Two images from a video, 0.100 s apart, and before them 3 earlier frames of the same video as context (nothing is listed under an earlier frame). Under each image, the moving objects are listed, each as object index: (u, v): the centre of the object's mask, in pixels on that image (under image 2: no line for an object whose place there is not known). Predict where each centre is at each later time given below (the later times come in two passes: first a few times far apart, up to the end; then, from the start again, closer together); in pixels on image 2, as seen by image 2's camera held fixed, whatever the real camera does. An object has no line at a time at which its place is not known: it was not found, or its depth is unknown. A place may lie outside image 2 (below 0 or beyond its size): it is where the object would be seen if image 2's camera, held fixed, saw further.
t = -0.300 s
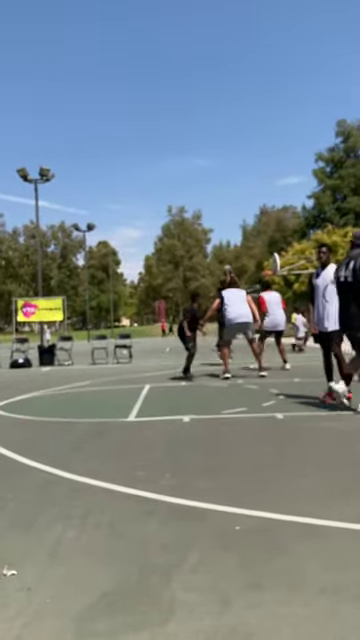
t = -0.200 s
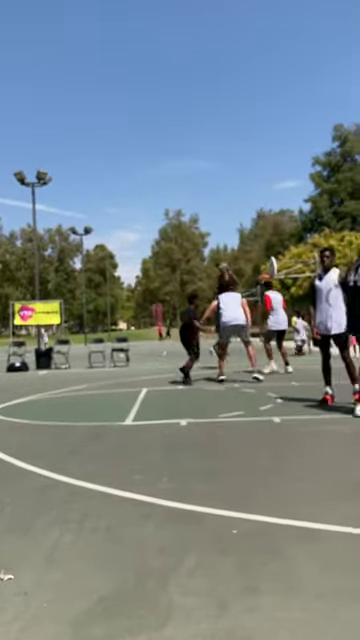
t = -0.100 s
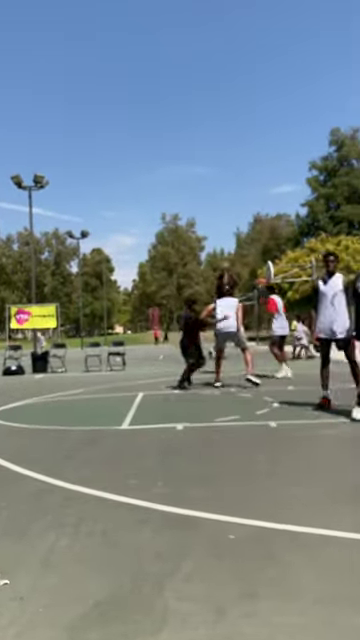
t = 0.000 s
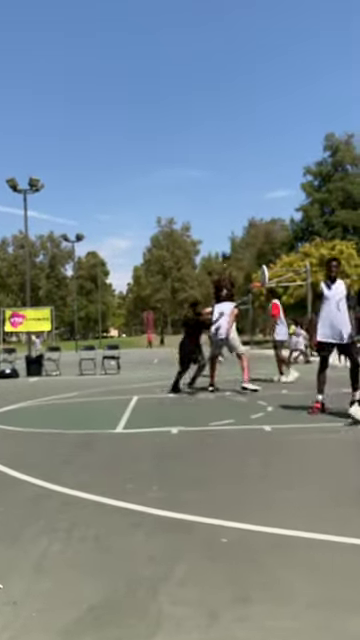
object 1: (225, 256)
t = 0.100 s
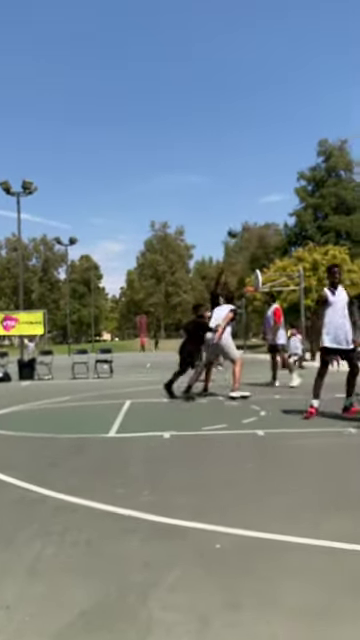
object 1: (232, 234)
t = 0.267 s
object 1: (257, 196)
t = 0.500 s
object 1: (298, 160)
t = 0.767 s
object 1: (357, 147)
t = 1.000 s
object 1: (421, 171)
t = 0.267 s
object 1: (257, 196)
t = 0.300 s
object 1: (262, 191)
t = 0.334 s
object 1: (268, 185)
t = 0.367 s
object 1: (274, 179)
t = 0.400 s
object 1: (279, 173)
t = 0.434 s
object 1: (285, 169)
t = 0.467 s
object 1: (291, 164)
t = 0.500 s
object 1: (298, 160)
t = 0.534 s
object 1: (304, 157)
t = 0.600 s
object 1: (317, 151)
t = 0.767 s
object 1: (357, 147)
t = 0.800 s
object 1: (365, 148)
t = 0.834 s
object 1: (374, 151)
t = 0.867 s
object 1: (383, 155)
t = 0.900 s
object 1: (391, 158)
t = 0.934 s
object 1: (401, 163)
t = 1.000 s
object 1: (421, 171)
